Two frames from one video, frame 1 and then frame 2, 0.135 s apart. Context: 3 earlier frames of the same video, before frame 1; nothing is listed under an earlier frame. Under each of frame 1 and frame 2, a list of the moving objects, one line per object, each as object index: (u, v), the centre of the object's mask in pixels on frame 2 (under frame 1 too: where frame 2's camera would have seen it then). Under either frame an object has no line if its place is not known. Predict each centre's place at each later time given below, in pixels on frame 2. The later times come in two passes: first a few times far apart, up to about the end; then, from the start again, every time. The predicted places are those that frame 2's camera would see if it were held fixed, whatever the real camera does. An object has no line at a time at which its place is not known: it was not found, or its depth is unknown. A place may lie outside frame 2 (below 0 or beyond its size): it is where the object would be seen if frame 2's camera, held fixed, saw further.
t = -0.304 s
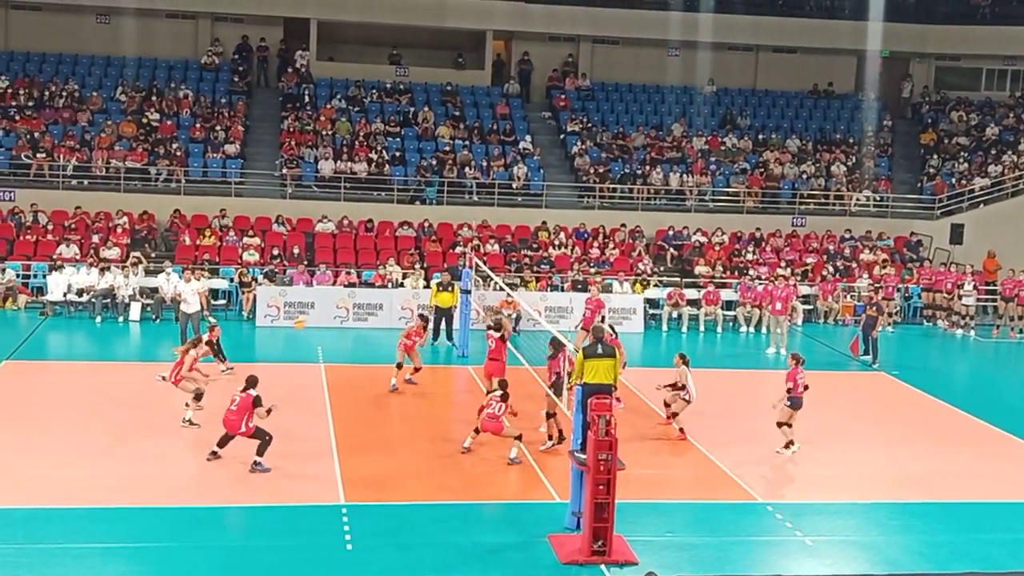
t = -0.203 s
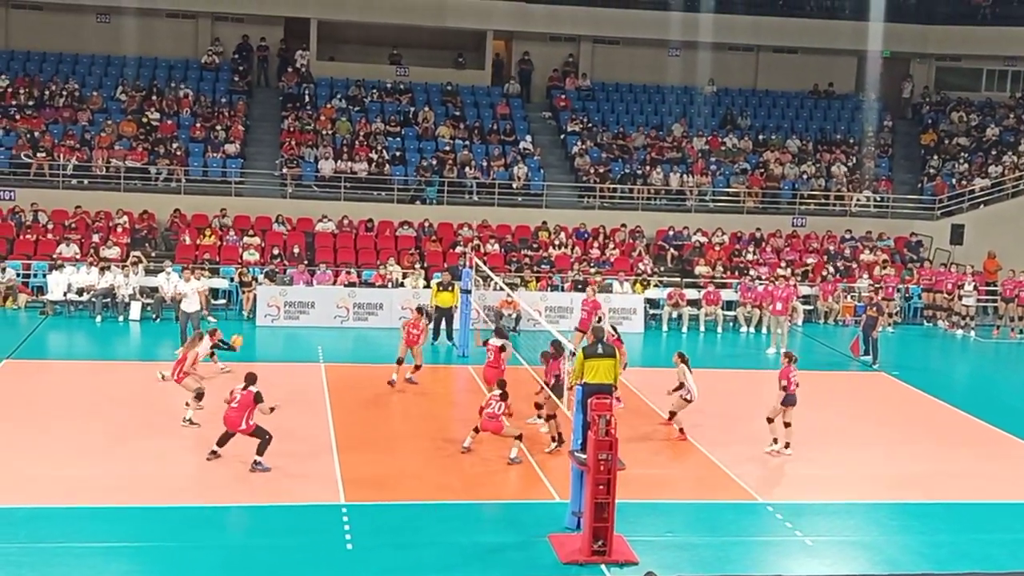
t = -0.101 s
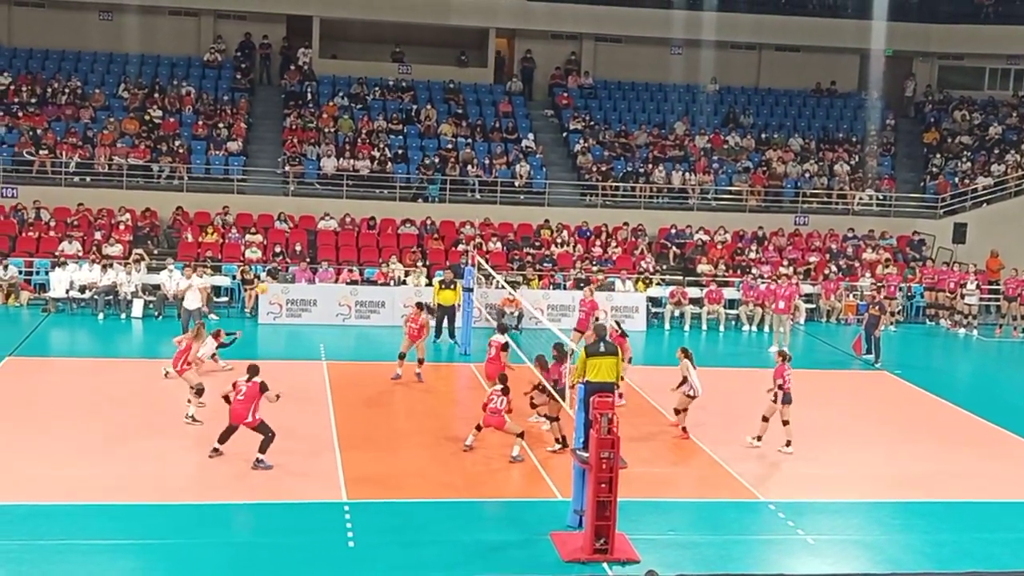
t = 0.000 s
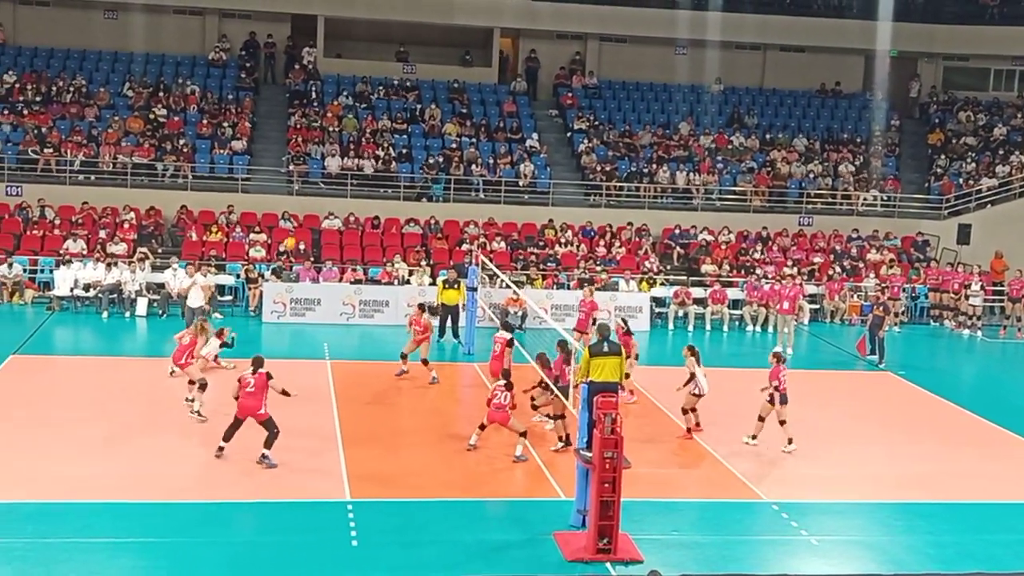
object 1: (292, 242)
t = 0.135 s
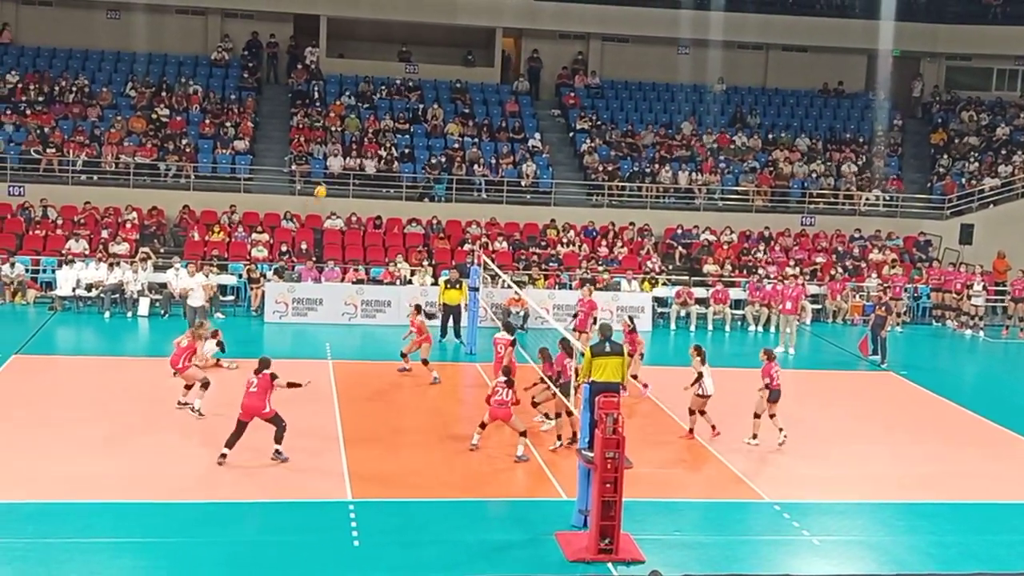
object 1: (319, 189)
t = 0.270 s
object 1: (347, 149)
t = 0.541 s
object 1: (398, 92)
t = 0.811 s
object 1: (445, 72)
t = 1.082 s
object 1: (489, 89)
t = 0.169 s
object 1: (327, 179)
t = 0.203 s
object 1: (333, 170)
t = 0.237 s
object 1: (340, 158)
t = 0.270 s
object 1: (347, 149)
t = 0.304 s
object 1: (354, 140)
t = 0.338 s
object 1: (360, 132)
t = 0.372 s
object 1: (367, 123)
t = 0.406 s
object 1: (373, 116)
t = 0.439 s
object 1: (379, 109)
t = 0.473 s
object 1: (385, 103)
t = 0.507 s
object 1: (391, 97)
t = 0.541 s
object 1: (398, 92)
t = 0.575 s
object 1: (404, 88)
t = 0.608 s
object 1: (409, 83)
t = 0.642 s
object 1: (416, 81)
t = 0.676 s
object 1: (422, 78)
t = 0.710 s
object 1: (428, 75)
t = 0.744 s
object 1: (433, 74)
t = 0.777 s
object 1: (439, 73)
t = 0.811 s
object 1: (445, 72)
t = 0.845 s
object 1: (451, 72)
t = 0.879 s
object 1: (456, 73)
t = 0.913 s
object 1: (462, 74)
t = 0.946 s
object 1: (467, 76)
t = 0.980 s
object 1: (473, 79)
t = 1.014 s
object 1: (479, 82)
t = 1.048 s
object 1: (484, 85)
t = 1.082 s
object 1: (489, 89)
